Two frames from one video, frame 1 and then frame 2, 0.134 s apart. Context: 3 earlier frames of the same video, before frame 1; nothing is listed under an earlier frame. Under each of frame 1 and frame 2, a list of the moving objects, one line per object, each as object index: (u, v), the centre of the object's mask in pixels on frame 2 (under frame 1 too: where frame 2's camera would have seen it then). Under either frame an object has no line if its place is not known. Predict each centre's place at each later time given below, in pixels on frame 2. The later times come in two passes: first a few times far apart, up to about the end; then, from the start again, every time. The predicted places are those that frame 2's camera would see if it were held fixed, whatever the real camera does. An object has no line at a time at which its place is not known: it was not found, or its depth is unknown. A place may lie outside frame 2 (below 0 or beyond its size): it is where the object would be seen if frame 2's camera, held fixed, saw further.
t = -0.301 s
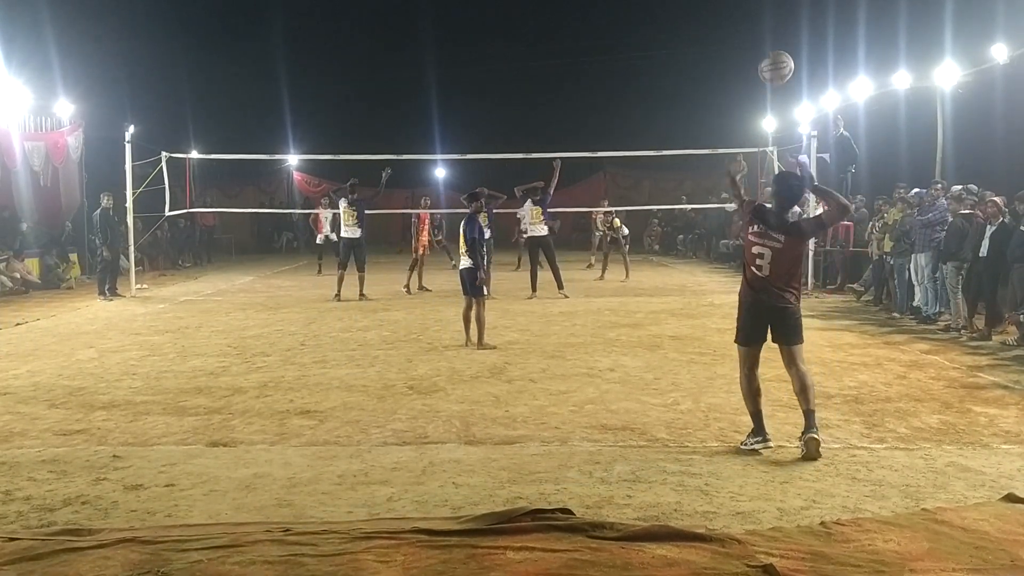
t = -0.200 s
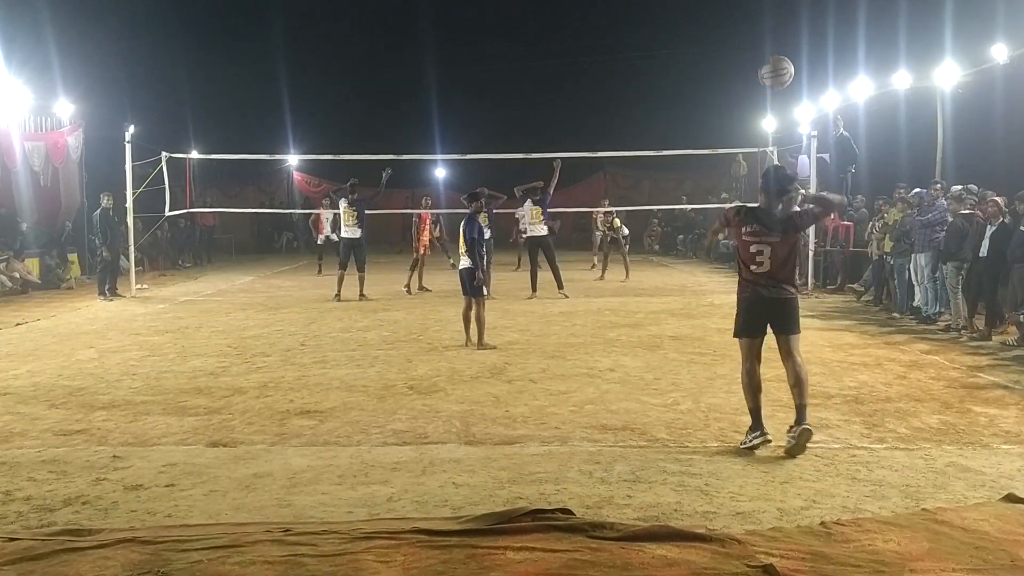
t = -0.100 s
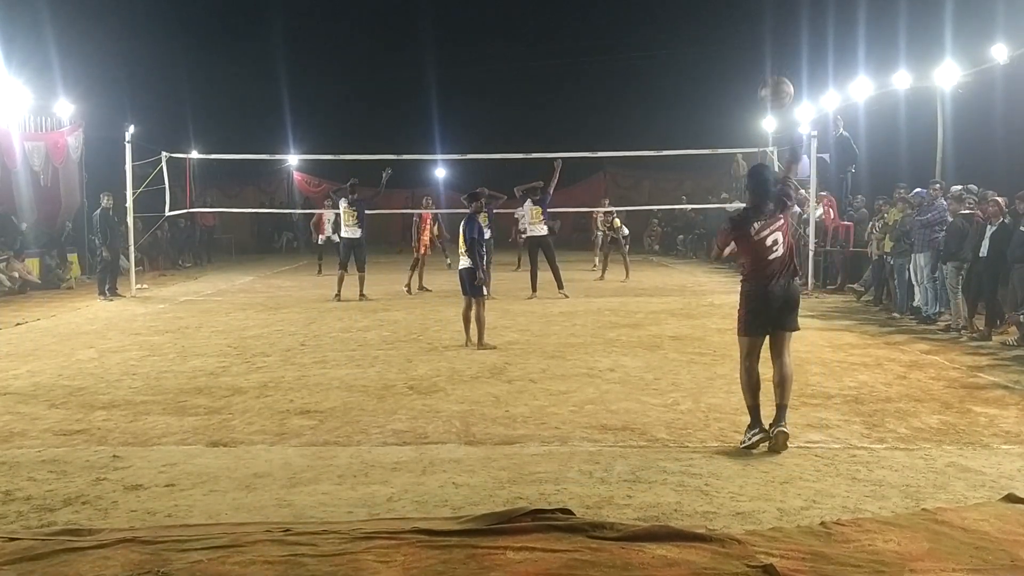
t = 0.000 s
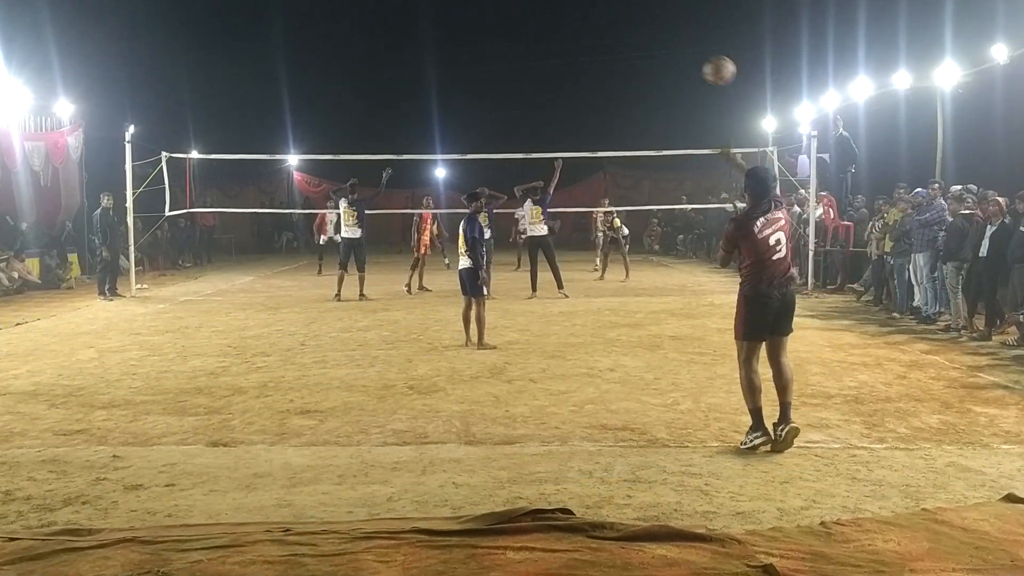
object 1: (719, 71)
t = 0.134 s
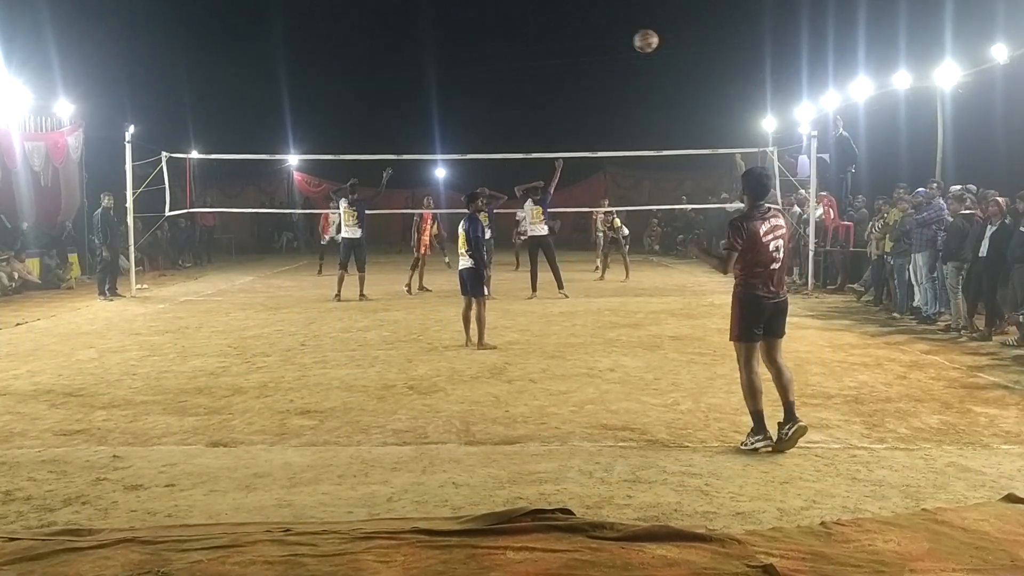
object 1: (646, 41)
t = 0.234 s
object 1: (607, 35)
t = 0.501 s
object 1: (537, 56)
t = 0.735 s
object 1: (496, 98)
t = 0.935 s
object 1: (469, 147)
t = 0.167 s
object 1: (631, 38)
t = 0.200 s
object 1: (618, 36)
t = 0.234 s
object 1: (607, 35)
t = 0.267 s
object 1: (596, 36)
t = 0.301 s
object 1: (586, 37)
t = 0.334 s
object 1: (576, 38)
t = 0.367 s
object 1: (568, 41)
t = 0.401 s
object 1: (559, 44)
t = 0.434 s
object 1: (552, 47)
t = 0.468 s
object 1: (544, 51)
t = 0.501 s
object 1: (537, 56)
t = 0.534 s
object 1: (530, 61)
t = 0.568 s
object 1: (524, 66)
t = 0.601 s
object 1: (518, 71)
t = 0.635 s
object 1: (512, 77)
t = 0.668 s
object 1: (507, 84)
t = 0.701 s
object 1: (501, 91)
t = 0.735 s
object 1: (496, 98)
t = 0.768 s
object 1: (492, 106)
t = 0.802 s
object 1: (487, 114)
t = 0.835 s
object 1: (482, 122)
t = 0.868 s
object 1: (478, 130)
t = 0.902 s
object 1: (473, 139)
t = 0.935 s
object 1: (469, 147)
